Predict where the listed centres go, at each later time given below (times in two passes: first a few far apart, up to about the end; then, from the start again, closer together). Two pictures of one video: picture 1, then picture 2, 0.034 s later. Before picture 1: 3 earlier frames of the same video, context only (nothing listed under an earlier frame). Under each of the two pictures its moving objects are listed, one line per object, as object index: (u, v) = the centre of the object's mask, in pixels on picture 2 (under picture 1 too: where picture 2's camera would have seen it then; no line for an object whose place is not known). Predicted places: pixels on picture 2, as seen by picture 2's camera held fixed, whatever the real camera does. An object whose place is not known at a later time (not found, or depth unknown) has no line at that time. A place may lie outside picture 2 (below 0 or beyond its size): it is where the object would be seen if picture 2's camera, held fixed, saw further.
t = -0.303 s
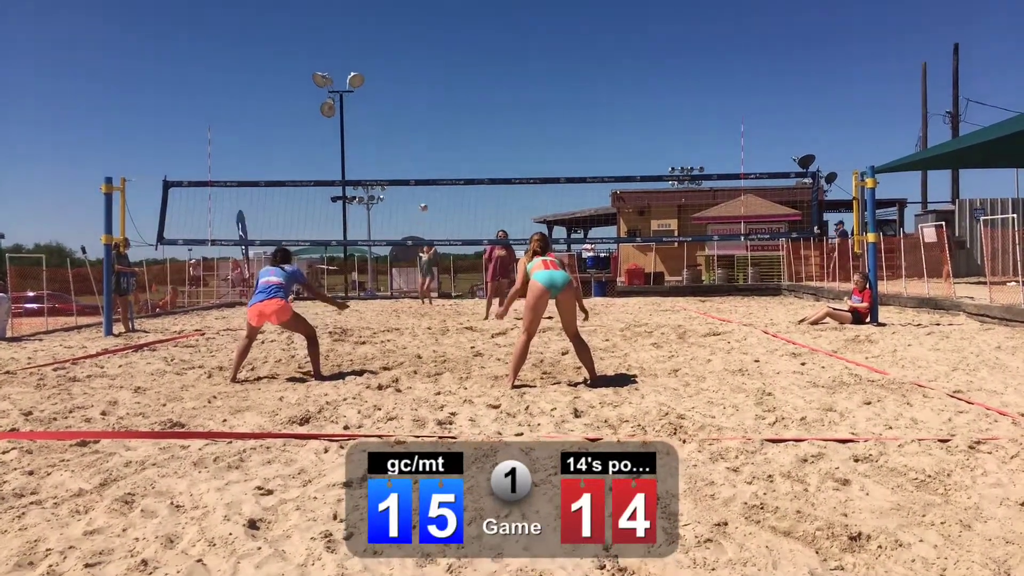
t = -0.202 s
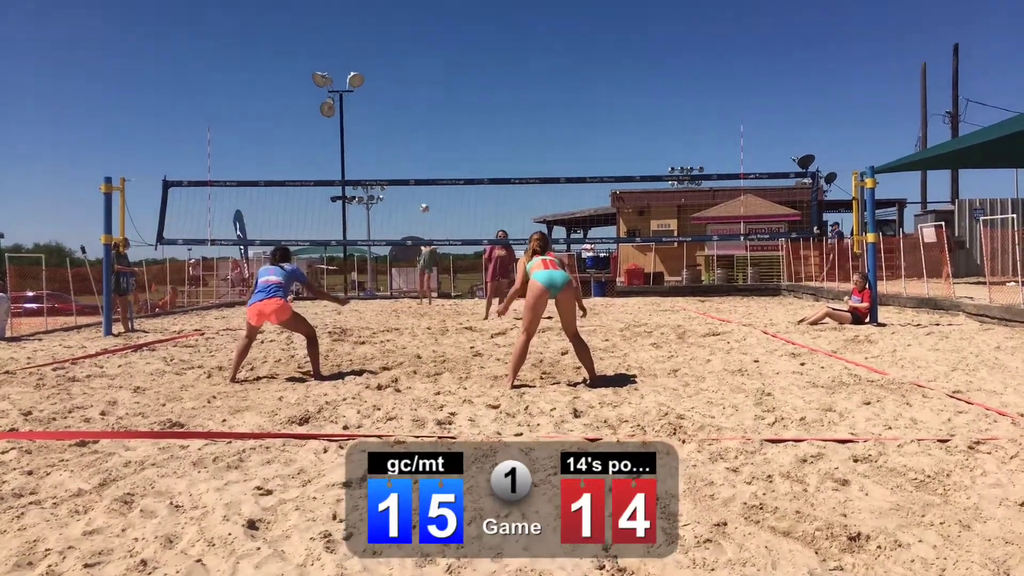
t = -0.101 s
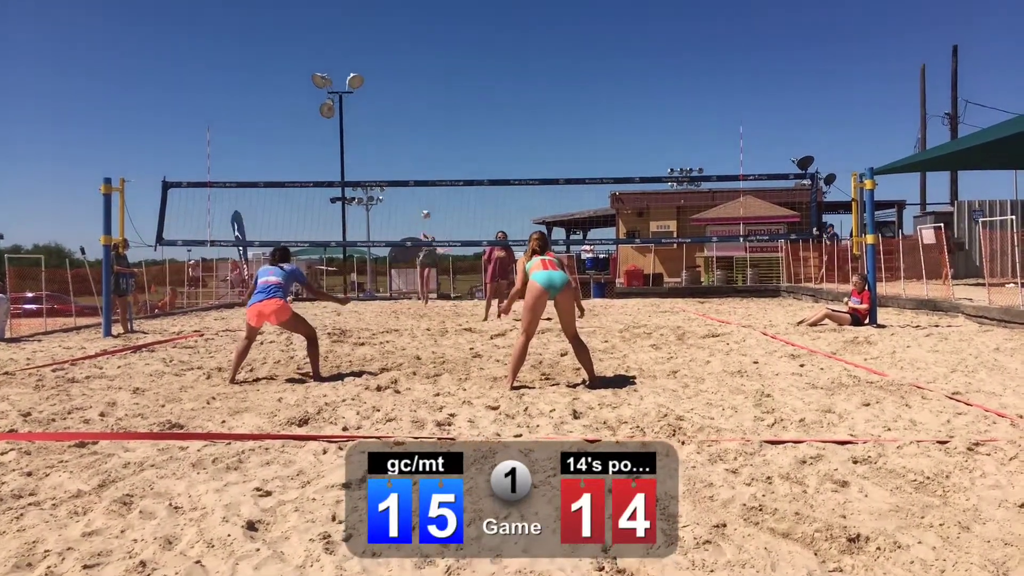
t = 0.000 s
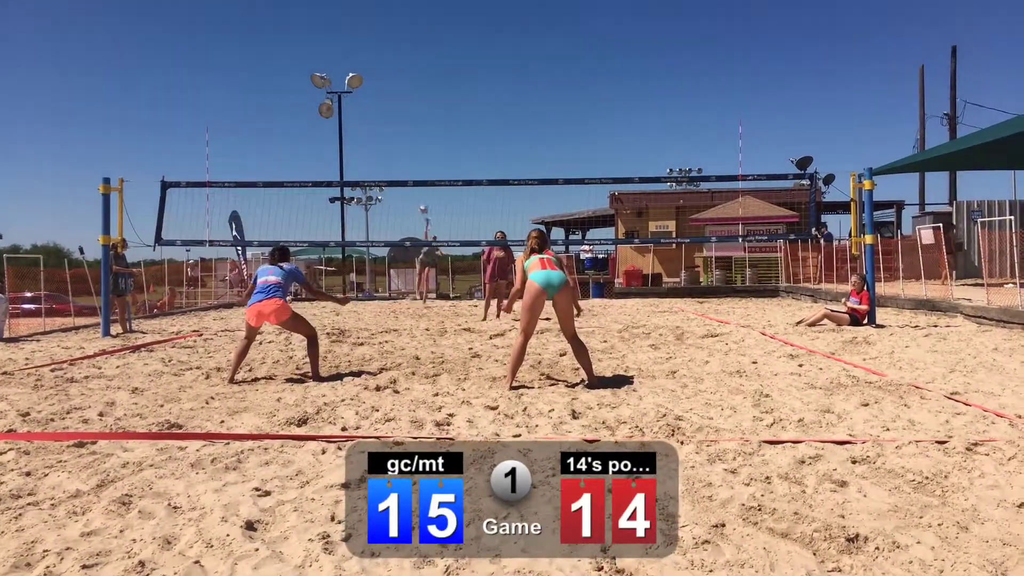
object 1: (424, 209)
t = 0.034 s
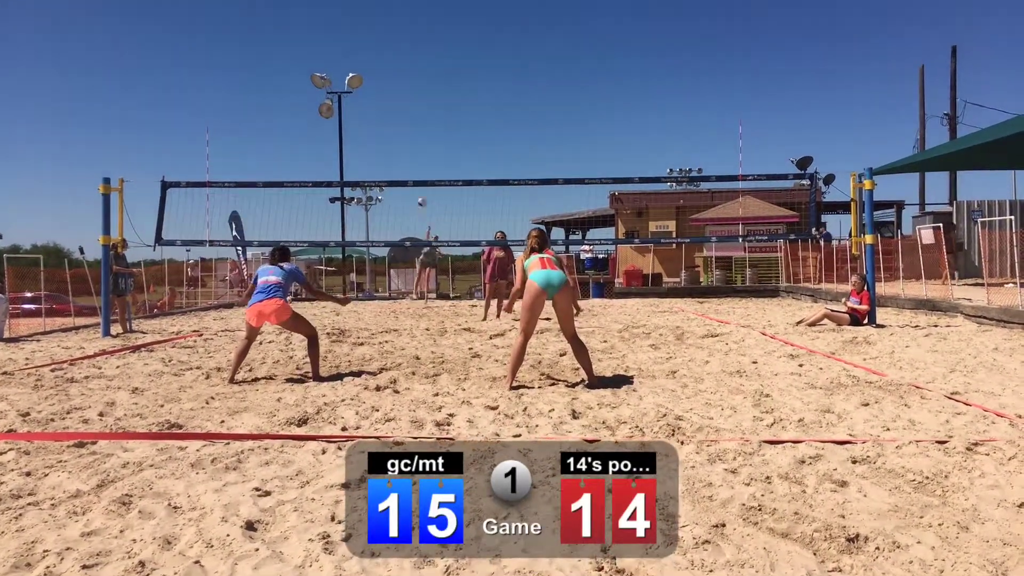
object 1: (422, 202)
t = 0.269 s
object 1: (405, 154)
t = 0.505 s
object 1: (378, 120)
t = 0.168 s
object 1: (413, 174)
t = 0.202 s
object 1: (411, 166)
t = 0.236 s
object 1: (407, 161)
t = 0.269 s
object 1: (405, 154)
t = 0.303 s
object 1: (402, 148)
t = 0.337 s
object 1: (399, 143)
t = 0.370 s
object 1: (395, 137)
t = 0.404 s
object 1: (391, 132)
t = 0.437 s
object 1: (387, 128)
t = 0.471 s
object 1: (383, 123)
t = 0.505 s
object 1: (378, 120)
